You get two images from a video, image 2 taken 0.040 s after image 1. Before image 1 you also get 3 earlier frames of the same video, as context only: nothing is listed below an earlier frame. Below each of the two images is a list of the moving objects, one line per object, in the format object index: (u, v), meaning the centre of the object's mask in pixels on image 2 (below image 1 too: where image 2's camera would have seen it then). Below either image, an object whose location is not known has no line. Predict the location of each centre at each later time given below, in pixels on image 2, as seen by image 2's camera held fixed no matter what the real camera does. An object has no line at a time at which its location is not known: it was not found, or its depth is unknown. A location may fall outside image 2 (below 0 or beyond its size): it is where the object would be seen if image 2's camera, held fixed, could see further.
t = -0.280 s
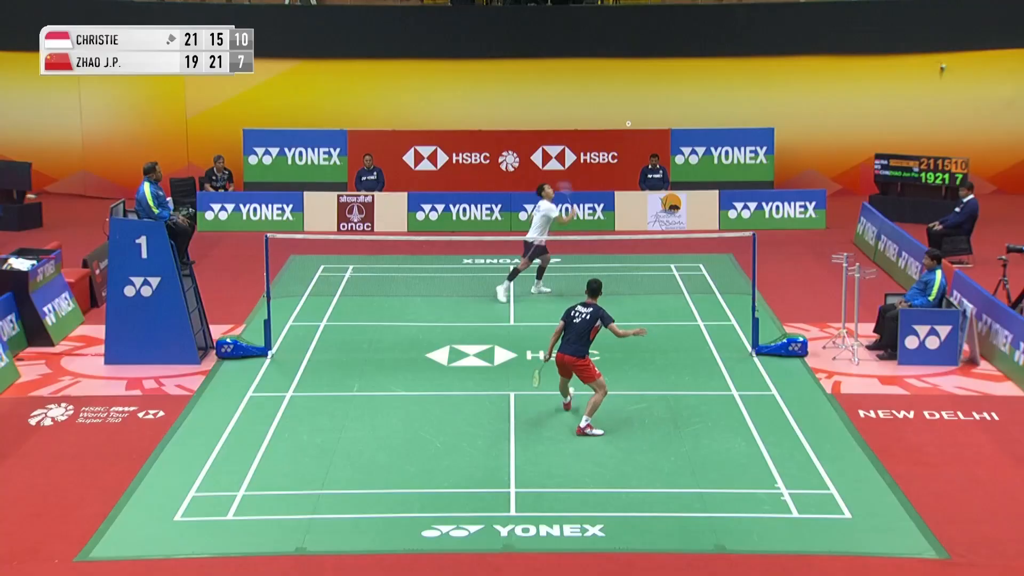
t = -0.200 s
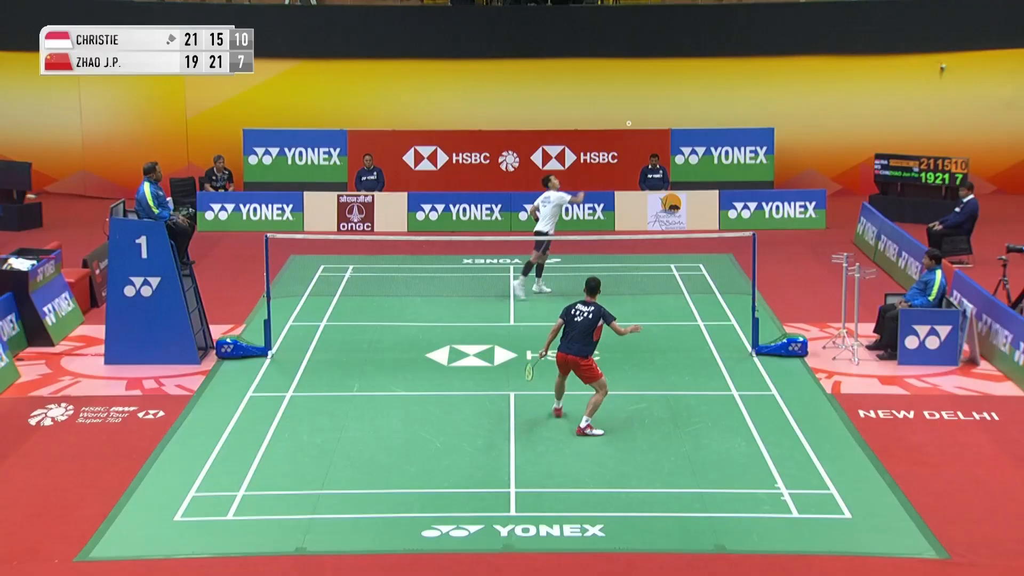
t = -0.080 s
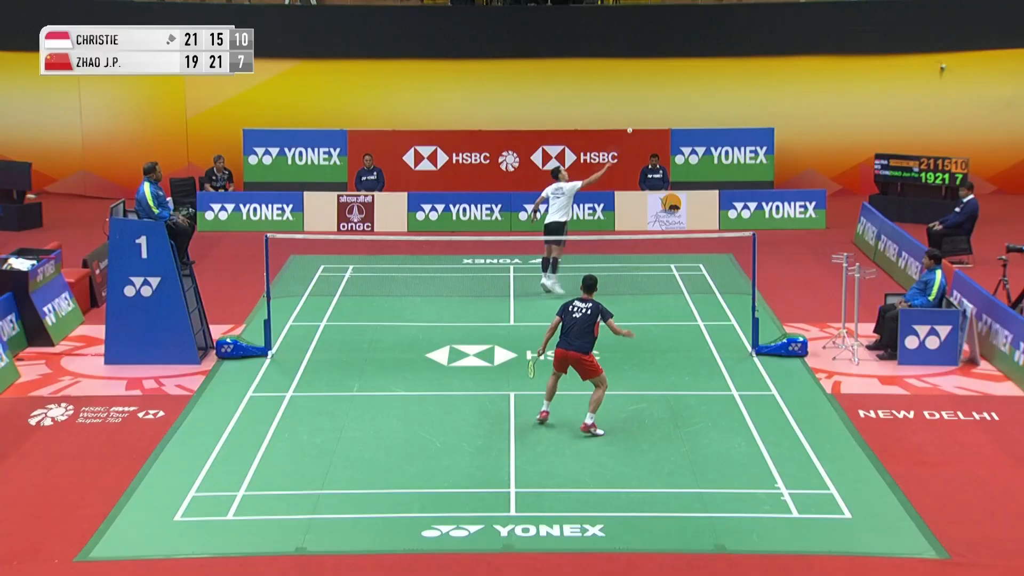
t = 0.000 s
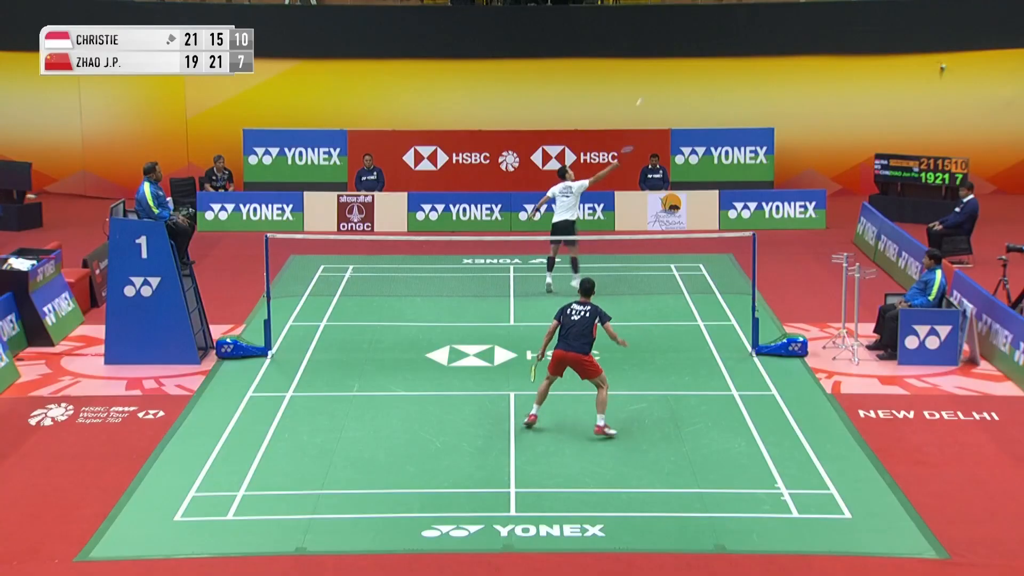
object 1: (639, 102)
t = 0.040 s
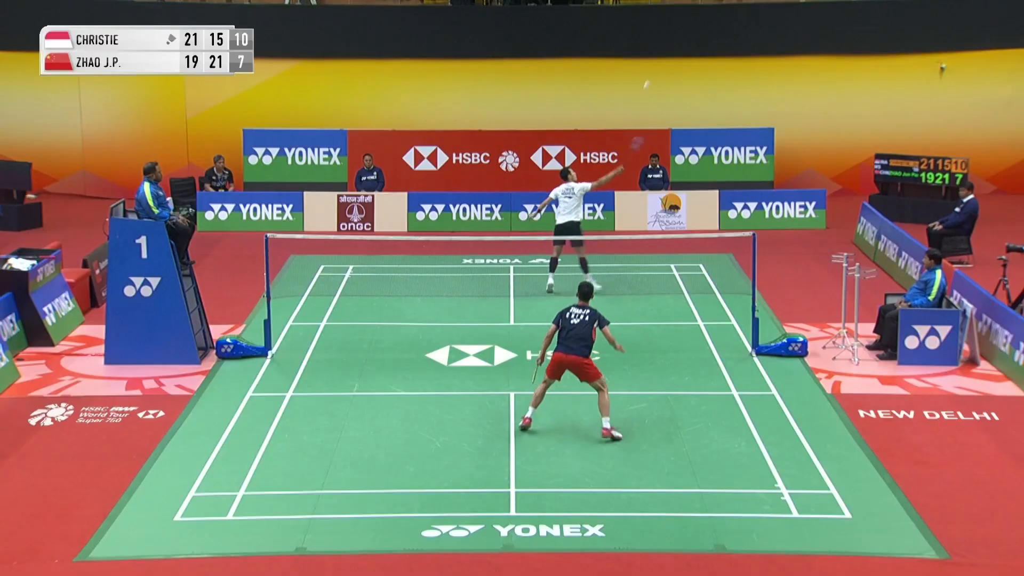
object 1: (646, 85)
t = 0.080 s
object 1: (652, 71)
